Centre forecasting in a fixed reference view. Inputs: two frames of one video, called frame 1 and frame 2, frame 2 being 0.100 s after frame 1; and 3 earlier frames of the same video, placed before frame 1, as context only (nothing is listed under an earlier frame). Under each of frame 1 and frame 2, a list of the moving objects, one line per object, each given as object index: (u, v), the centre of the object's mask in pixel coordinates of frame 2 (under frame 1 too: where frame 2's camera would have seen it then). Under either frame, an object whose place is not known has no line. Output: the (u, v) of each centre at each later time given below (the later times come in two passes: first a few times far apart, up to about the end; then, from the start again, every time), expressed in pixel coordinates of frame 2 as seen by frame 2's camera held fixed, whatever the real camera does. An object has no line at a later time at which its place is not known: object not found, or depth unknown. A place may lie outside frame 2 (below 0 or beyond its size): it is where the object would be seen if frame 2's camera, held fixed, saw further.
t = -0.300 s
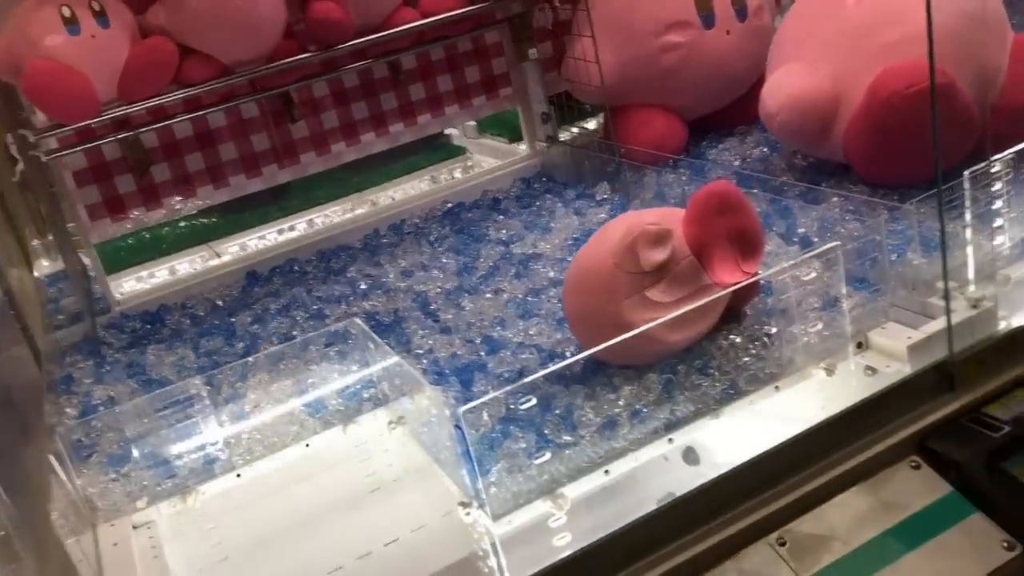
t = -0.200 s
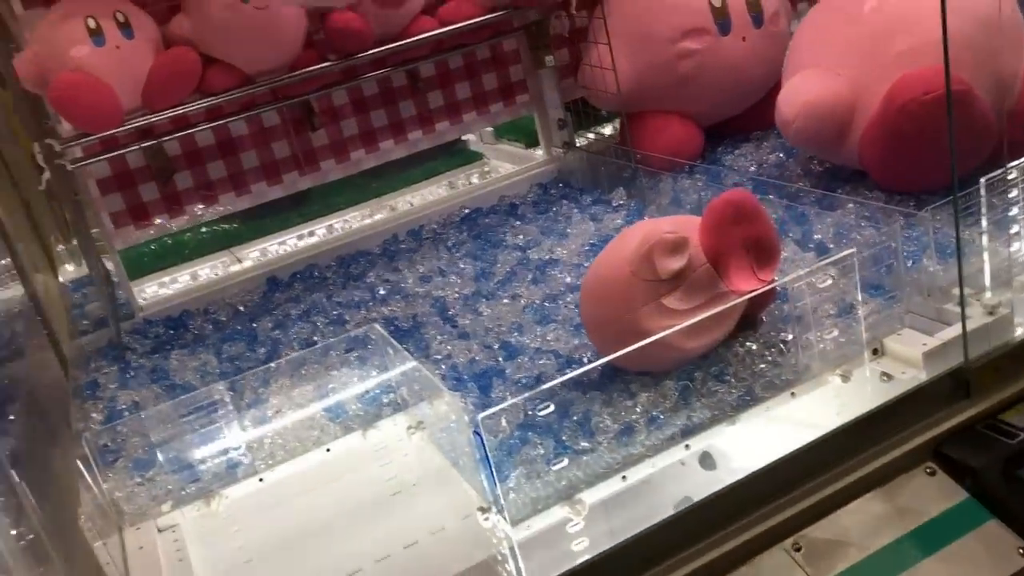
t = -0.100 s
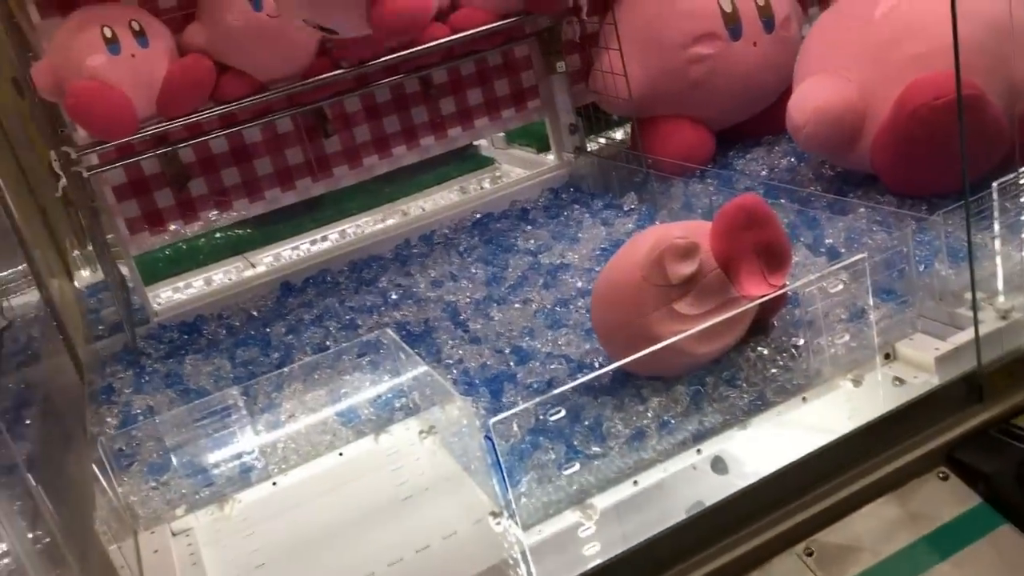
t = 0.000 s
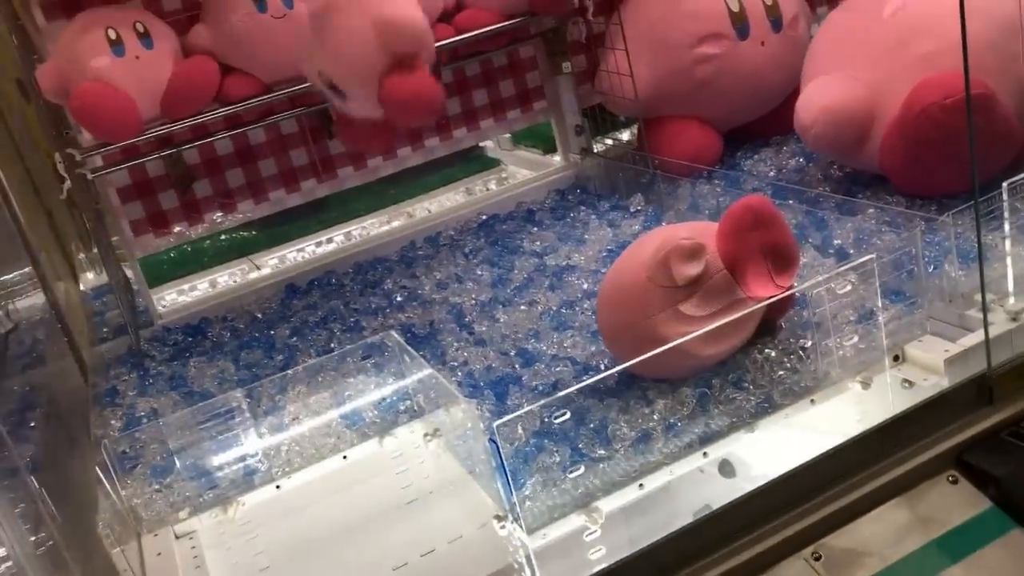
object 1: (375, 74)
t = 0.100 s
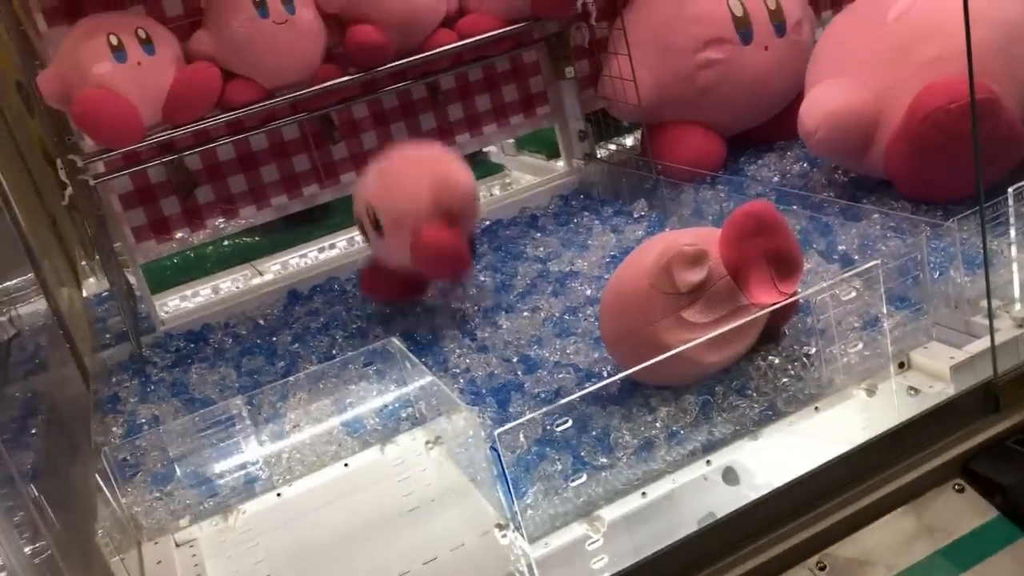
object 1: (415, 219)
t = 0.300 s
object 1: (512, 221)
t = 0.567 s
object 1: (583, 186)
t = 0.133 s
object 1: (433, 268)
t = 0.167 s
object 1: (445, 255)
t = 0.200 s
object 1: (460, 238)
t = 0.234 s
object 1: (479, 230)
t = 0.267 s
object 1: (498, 229)
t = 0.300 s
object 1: (512, 221)
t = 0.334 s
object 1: (523, 212)
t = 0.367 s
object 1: (535, 207)
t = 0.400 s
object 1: (544, 202)
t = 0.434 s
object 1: (553, 197)
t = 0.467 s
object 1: (561, 196)
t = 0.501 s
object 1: (570, 192)
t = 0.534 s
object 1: (576, 189)
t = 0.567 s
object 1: (583, 186)
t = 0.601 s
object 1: (589, 185)
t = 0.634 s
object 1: (596, 183)
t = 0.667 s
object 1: (602, 182)
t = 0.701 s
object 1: (608, 182)
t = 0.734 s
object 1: (613, 181)
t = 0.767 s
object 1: (619, 183)
